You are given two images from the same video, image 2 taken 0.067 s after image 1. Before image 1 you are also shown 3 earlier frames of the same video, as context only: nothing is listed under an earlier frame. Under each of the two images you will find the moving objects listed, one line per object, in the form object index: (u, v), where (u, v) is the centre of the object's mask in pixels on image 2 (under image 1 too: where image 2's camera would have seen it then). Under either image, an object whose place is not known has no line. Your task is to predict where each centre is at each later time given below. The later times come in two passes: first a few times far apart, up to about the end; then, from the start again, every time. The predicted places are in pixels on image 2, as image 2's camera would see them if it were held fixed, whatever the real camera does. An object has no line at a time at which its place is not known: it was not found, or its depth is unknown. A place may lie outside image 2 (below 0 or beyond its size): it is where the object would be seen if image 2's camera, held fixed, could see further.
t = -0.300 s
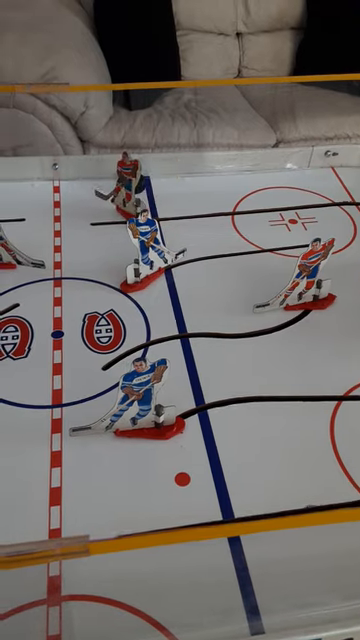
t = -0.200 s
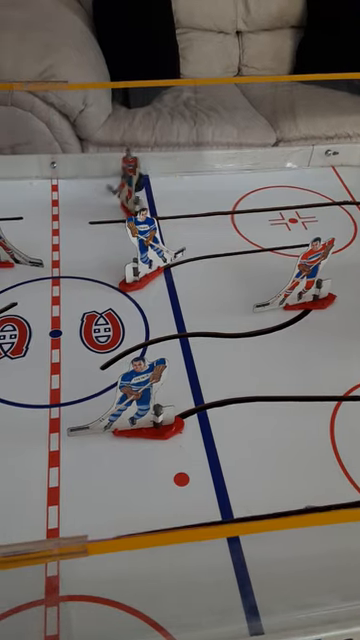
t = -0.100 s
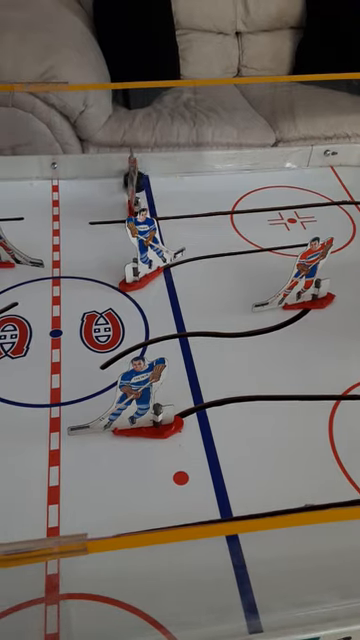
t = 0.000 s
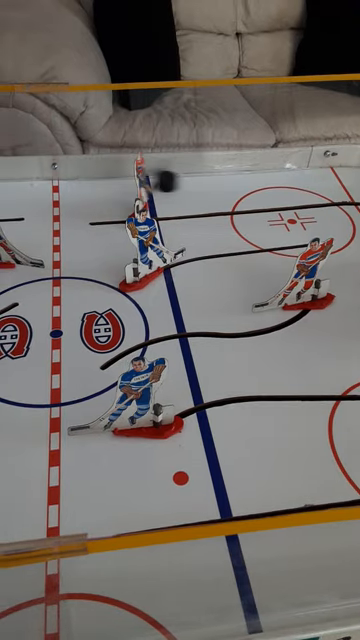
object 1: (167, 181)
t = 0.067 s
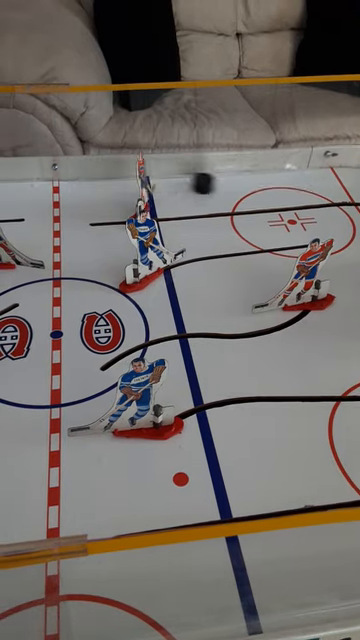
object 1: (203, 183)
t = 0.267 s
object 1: (269, 194)
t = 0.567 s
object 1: (277, 197)
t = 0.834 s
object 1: (278, 197)
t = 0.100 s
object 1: (218, 184)
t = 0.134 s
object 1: (232, 186)
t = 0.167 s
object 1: (244, 188)
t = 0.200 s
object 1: (255, 190)
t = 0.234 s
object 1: (263, 192)
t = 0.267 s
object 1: (269, 194)
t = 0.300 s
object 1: (274, 195)
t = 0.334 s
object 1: (276, 196)
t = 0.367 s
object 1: (278, 197)
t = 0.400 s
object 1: (278, 197)
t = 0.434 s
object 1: (278, 197)
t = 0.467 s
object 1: (278, 197)
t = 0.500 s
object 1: (278, 197)
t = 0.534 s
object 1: (278, 197)
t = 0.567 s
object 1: (277, 197)
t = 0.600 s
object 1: (278, 197)
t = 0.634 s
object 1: (278, 197)
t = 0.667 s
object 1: (278, 197)
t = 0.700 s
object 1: (278, 197)
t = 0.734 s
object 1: (278, 197)
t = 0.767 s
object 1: (278, 197)
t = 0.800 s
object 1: (278, 197)
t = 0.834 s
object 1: (278, 197)
